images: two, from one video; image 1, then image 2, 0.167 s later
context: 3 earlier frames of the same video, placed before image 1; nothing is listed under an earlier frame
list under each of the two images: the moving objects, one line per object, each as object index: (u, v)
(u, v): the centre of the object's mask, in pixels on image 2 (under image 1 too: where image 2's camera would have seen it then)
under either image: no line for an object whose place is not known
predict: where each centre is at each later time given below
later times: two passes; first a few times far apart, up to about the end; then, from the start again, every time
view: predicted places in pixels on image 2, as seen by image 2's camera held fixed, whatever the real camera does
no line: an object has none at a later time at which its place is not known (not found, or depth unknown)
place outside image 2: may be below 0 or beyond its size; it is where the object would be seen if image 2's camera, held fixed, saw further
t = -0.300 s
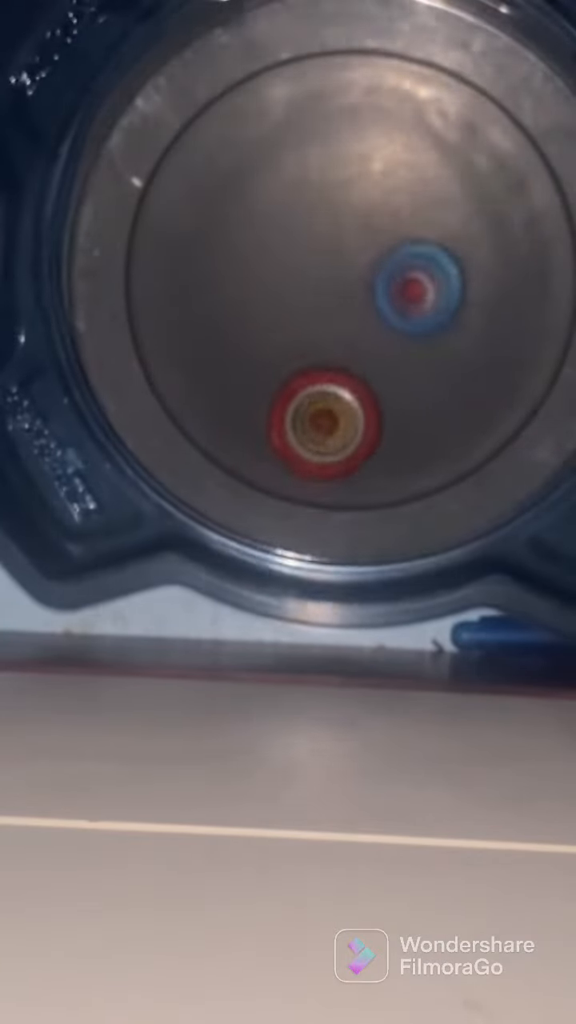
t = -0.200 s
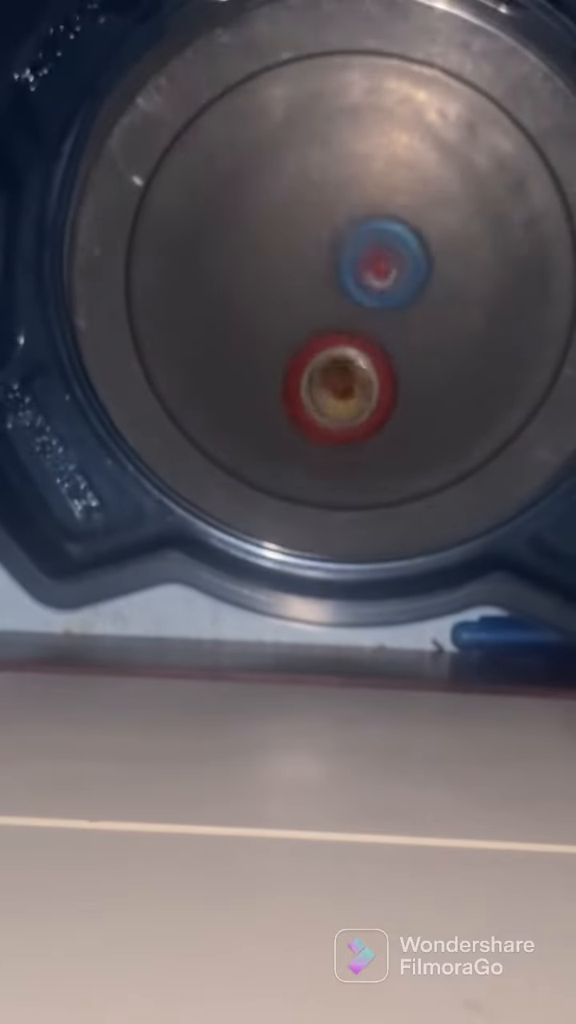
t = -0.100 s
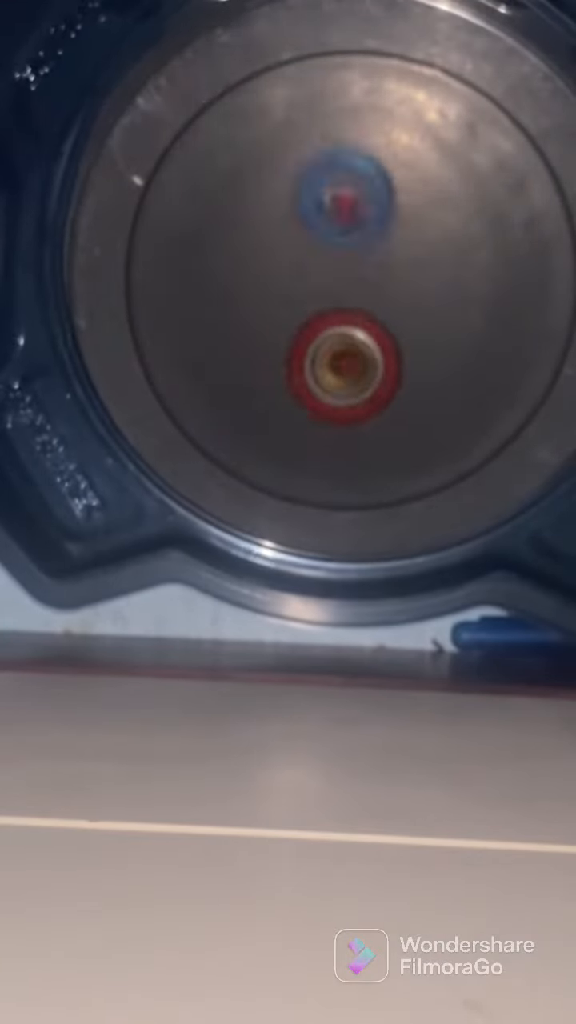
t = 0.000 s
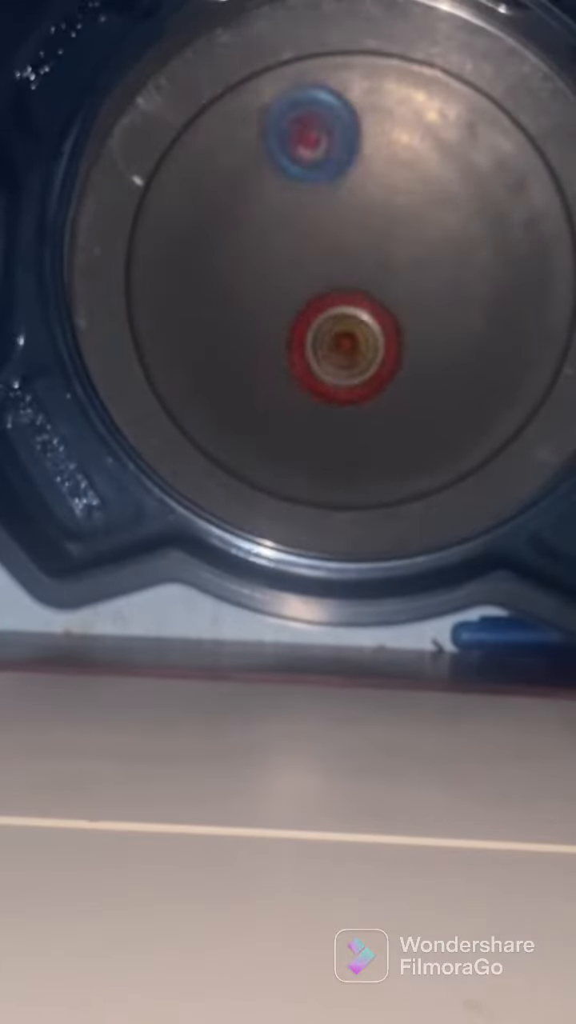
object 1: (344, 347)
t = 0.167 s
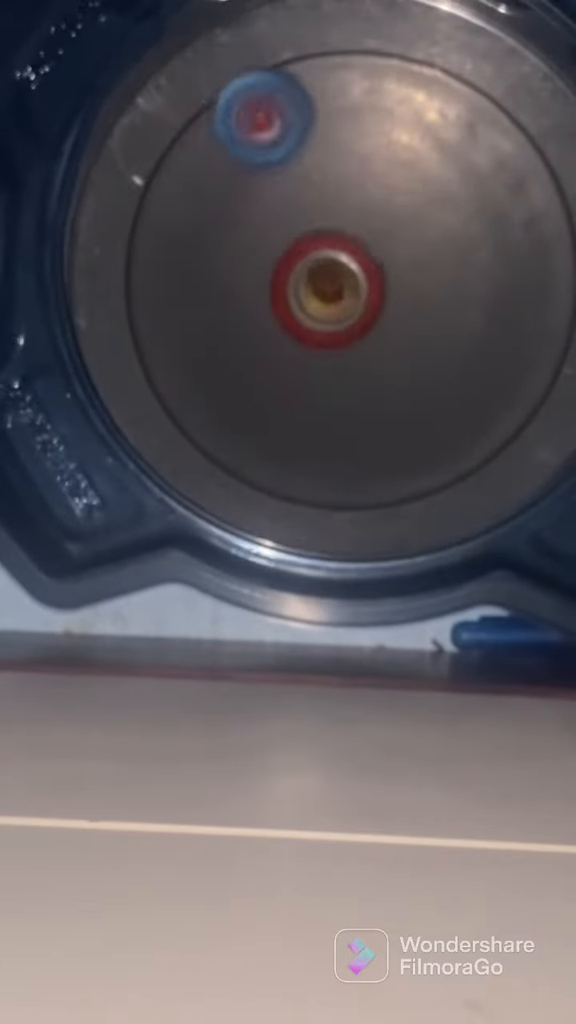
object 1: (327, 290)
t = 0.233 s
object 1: (312, 269)
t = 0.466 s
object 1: (296, 281)
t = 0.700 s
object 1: (347, 298)
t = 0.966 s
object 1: (414, 271)
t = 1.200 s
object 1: (397, 224)
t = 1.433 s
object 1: (329, 246)
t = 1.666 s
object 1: (320, 332)
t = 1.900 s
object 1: (372, 355)
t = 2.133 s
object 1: (403, 313)
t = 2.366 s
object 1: (387, 275)
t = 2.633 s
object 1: (343, 262)
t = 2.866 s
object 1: (318, 276)
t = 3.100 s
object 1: (332, 283)
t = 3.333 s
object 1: (331, 287)
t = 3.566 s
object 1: (329, 290)
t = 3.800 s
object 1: (311, 260)
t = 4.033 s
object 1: (306, 264)
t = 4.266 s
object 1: (296, 250)
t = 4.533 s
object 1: (267, 241)
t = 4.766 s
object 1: (295, 255)
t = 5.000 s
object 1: (328, 249)
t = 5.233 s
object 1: (356, 226)
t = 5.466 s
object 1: (354, 220)
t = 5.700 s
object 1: (345, 248)
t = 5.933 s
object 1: (331, 259)
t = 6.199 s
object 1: (328, 258)
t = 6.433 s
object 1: (334, 250)
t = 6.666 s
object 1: (354, 243)
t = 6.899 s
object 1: (374, 259)
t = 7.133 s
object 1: (400, 275)
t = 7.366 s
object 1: (385, 302)
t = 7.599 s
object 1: (383, 311)
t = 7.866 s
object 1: (373, 296)
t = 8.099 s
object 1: (396, 280)
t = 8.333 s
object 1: (393, 270)
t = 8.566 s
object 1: (402, 283)
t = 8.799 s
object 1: (382, 297)
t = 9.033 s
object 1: (373, 326)
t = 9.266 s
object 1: (342, 345)
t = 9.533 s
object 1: (319, 336)
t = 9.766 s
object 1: (327, 324)
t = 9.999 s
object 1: (348, 334)
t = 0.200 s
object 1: (319, 279)
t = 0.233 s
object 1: (312, 269)
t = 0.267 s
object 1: (304, 260)
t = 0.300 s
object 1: (296, 252)
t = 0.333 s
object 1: (287, 247)
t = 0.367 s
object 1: (282, 248)
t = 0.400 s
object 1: (285, 260)
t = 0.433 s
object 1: (291, 272)
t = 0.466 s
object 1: (296, 281)
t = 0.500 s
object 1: (301, 288)
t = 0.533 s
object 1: (307, 292)
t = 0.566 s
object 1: (314, 295)
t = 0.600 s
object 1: (322, 297)
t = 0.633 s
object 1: (330, 299)
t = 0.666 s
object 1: (339, 299)
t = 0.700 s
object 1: (347, 298)
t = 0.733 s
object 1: (358, 299)
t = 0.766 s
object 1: (367, 299)
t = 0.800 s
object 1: (376, 297)
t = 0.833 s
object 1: (385, 294)
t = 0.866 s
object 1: (393, 290)
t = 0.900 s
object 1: (402, 285)
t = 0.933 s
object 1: (409, 278)
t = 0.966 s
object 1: (414, 271)
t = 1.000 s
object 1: (418, 263)
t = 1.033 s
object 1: (420, 255)
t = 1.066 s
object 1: (419, 248)
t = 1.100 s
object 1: (415, 241)
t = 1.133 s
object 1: (410, 236)
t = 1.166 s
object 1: (404, 230)
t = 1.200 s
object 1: (397, 224)
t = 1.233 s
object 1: (389, 220)
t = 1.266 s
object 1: (379, 219)
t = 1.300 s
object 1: (369, 220)
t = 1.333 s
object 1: (358, 224)
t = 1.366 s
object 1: (347, 228)
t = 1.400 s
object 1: (338, 236)
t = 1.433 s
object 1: (329, 246)
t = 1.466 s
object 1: (322, 257)
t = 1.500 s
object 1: (316, 271)
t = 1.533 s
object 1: (313, 285)
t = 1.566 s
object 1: (313, 299)
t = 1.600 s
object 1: (314, 311)
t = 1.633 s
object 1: (316, 322)
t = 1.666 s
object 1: (320, 332)
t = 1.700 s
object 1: (325, 341)
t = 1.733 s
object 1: (332, 348)
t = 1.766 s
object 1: (341, 353)
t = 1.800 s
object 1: (349, 357)
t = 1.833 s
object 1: (358, 357)
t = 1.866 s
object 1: (365, 356)
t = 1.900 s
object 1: (372, 355)
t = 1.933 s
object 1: (378, 353)
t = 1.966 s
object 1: (385, 348)
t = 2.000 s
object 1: (392, 340)
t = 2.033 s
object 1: (395, 331)
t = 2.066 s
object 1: (397, 322)
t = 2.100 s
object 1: (399, 315)
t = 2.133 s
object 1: (403, 313)
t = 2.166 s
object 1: (404, 308)
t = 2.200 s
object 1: (404, 303)
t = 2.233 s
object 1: (403, 297)
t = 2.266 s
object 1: (400, 291)
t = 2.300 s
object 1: (397, 286)
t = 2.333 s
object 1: (393, 280)
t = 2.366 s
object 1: (387, 275)
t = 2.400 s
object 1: (380, 269)
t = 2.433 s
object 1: (371, 265)
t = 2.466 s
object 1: (362, 261)
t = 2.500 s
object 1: (352, 258)
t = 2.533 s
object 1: (343, 257)
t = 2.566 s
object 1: (346, 258)
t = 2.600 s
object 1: (345, 261)
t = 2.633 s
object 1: (343, 262)
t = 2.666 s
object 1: (340, 262)
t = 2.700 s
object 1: (336, 263)
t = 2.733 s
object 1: (331, 265)
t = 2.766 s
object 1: (328, 268)
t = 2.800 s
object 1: (325, 271)
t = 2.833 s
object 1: (321, 273)
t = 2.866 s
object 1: (318, 276)
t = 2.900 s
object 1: (319, 277)
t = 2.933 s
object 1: (328, 275)
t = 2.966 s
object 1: (334, 276)
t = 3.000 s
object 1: (334, 278)
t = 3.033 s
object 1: (332, 279)
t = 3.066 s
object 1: (332, 281)
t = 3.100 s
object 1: (332, 283)
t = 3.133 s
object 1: (332, 284)
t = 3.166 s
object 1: (333, 287)
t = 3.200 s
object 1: (332, 289)
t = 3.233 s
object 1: (333, 291)
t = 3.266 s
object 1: (332, 291)
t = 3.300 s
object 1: (331, 292)
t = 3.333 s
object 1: (331, 287)
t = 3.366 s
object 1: (332, 284)
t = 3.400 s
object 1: (331, 285)
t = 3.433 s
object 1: (330, 285)
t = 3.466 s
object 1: (331, 286)
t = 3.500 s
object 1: (330, 287)
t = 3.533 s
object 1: (330, 287)
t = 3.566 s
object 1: (329, 290)
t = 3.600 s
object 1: (330, 291)
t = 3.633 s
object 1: (330, 291)
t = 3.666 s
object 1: (325, 283)
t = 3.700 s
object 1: (321, 271)
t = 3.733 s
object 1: (318, 264)
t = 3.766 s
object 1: (312, 261)
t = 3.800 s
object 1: (311, 260)
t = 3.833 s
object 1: (309, 259)
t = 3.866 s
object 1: (307, 259)
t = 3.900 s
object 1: (306, 260)
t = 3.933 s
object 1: (306, 260)
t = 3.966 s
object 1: (305, 260)
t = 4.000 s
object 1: (305, 263)
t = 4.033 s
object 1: (306, 264)
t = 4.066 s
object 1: (306, 264)
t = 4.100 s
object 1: (305, 263)
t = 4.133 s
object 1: (307, 262)
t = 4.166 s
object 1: (307, 260)
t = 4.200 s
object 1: (305, 259)
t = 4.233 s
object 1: (306, 258)
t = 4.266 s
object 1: (296, 250)
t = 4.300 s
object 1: (288, 244)
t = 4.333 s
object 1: (281, 241)
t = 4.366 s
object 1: (275, 240)
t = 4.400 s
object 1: (272, 238)
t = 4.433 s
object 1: (269, 237)
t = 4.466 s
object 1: (268, 238)
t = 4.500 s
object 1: (268, 239)
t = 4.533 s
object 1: (267, 241)
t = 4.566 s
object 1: (269, 244)
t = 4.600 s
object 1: (271, 245)
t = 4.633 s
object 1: (275, 250)
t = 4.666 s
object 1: (283, 255)
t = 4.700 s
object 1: (290, 261)
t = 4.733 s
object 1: (294, 258)
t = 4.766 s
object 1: (295, 255)
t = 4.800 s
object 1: (301, 252)
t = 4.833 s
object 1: (302, 250)
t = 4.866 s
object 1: (307, 251)
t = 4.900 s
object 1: (311, 248)
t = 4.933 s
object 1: (317, 249)
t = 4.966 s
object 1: (323, 247)
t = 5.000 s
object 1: (328, 249)
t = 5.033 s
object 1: (336, 249)
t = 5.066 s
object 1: (340, 251)
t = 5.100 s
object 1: (348, 251)
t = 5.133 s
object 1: (352, 243)
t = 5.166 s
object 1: (352, 237)
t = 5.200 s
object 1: (355, 230)
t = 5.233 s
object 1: (356, 226)
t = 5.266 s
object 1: (356, 221)
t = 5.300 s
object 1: (356, 219)
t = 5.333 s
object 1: (357, 217)
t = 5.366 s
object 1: (356, 216)
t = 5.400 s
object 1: (356, 218)
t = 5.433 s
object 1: (354, 218)
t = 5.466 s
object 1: (354, 220)
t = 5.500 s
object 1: (352, 222)
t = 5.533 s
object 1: (350, 227)
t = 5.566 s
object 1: (350, 234)
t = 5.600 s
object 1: (348, 242)
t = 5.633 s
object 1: (347, 248)
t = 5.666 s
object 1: (349, 249)
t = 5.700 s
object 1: (345, 248)
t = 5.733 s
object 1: (347, 247)
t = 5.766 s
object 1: (343, 248)
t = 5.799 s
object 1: (341, 249)
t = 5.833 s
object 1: (338, 248)
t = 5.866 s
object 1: (336, 252)
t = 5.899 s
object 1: (332, 254)
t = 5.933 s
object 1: (331, 259)
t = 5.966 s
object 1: (328, 261)
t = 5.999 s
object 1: (327, 261)
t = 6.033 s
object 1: (327, 265)
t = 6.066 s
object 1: (326, 266)
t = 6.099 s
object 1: (326, 269)
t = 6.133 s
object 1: (328, 264)
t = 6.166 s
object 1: (327, 262)
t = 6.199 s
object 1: (328, 258)
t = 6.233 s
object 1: (328, 255)
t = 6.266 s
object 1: (328, 255)
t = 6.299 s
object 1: (328, 249)
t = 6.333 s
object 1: (330, 250)
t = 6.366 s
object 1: (330, 248)
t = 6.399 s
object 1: (332, 251)
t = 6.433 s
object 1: (334, 250)
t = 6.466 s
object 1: (337, 253)
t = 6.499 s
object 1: (340, 250)
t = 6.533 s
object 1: (342, 249)
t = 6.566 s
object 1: (347, 245)
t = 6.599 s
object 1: (349, 244)
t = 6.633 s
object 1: (353, 242)
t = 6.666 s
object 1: (354, 243)
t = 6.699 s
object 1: (356, 243)
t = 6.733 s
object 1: (357, 245)
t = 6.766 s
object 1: (360, 247)
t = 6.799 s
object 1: (359, 251)
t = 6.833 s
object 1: (362, 253)
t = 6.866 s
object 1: (365, 257)
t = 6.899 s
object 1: (374, 259)
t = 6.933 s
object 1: (378, 260)
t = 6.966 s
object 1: (384, 260)
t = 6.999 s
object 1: (392, 263)
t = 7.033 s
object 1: (395, 268)
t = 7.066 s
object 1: (396, 268)
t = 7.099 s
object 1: (400, 271)
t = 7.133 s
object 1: (400, 275)
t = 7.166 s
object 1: (401, 276)
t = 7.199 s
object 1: (400, 282)
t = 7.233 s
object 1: (399, 286)
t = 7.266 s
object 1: (398, 290)
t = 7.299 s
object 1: (394, 294)
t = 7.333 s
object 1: (390, 297)
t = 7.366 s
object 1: (385, 302)
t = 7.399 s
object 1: (381, 303)
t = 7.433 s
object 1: (380, 307)
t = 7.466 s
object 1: (377, 309)
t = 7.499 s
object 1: (380, 312)
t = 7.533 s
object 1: (381, 311)
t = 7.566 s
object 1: (383, 311)
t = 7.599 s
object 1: (383, 311)
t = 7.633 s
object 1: (383, 312)
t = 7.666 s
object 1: (381, 309)
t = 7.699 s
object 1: (383, 307)
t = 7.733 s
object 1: (381, 306)
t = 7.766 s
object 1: (380, 304)
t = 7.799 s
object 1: (378, 303)
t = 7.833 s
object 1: (375, 298)
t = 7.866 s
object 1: (373, 296)
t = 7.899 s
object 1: (376, 294)
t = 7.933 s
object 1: (379, 295)
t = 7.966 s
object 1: (380, 291)
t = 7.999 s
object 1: (385, 286)
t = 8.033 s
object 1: (391, 284)
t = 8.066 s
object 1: (393, 282)
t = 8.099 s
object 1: (396, 280)
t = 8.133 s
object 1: (396, 279)
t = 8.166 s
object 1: (396, 276)
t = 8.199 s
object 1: (398, 275)
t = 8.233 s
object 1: (396, 275)
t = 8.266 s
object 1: (395, 272)
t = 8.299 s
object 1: (395, 272)
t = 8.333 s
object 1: (393, 270)
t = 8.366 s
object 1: (391, 271)
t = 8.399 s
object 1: (394, 275)
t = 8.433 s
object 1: (394, 275)
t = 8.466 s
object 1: (396, 274)
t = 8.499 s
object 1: (400, 275)
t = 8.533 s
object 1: (401, 280)
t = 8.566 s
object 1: (402, 283)
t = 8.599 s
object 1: (401, 286)
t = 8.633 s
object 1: (400, 289)
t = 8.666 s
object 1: (398, 291)
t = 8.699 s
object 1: (396, 292)
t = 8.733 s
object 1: (393, 294)
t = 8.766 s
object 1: (387, 296)
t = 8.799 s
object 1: (382, 297)
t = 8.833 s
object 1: (380, 300)
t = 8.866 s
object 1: (374, 304)
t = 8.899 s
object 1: (373, 307)
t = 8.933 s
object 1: (371, 318)
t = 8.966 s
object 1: (370, 320)
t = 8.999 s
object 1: (372, 324)
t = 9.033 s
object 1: (373, 326)
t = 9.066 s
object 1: (372, 331)
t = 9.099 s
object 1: (368, 336)
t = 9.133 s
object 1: (361, 341)
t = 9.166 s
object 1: (356, 342)
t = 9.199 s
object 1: (351, 343)
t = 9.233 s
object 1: (347, 342)
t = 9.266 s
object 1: (342, 345)
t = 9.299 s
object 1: (335, 344)
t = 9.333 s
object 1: (328, 350)
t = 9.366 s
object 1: (320, 351)
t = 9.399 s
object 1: (317, 349)
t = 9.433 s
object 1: (317, 344)
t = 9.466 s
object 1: (317, 341)
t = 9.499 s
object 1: (318, 339)
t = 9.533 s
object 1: (319, 336)
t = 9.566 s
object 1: (319, 332)
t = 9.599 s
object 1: (319, 329)
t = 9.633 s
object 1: (322, 325)
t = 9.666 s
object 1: (326, 319)
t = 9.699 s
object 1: (329, 316)
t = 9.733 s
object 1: (327, 322)
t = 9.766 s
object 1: (327, 324)
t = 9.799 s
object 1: (330, 322)
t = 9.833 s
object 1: (333, 322)
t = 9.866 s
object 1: (337, 322)
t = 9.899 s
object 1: (342, 323)
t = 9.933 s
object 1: (347, 328)
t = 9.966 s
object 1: (349, 332)
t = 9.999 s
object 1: (348, 334)
